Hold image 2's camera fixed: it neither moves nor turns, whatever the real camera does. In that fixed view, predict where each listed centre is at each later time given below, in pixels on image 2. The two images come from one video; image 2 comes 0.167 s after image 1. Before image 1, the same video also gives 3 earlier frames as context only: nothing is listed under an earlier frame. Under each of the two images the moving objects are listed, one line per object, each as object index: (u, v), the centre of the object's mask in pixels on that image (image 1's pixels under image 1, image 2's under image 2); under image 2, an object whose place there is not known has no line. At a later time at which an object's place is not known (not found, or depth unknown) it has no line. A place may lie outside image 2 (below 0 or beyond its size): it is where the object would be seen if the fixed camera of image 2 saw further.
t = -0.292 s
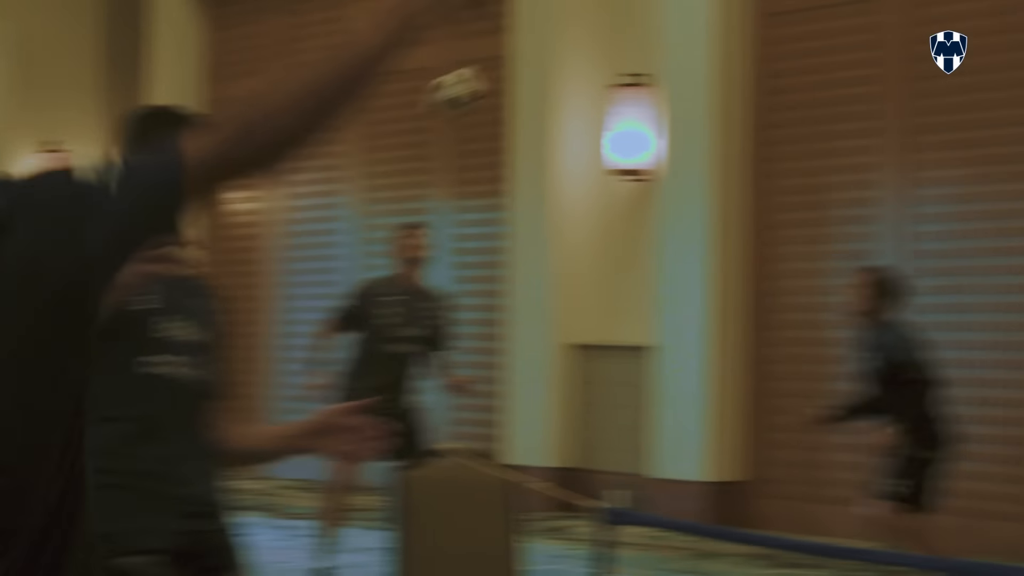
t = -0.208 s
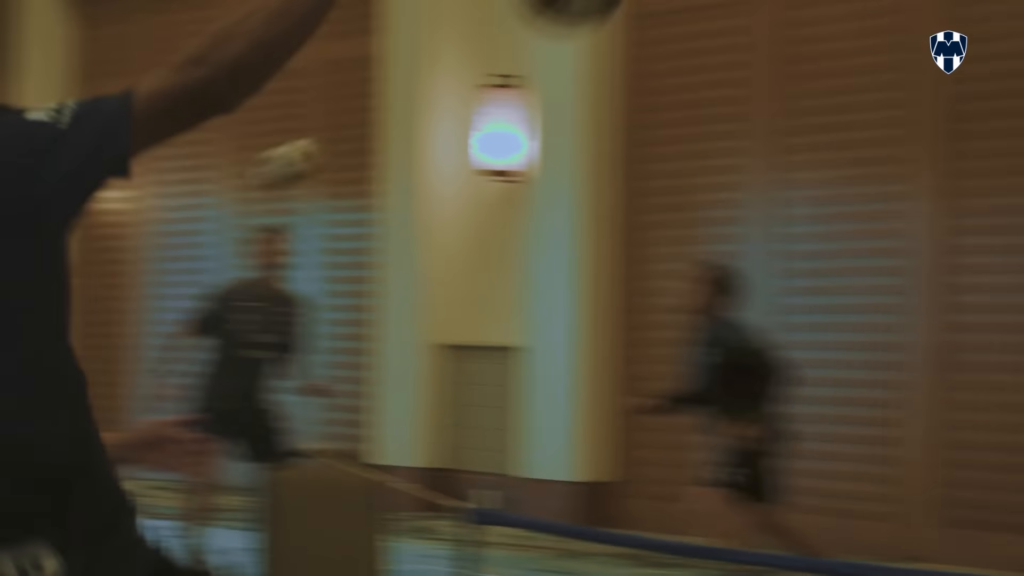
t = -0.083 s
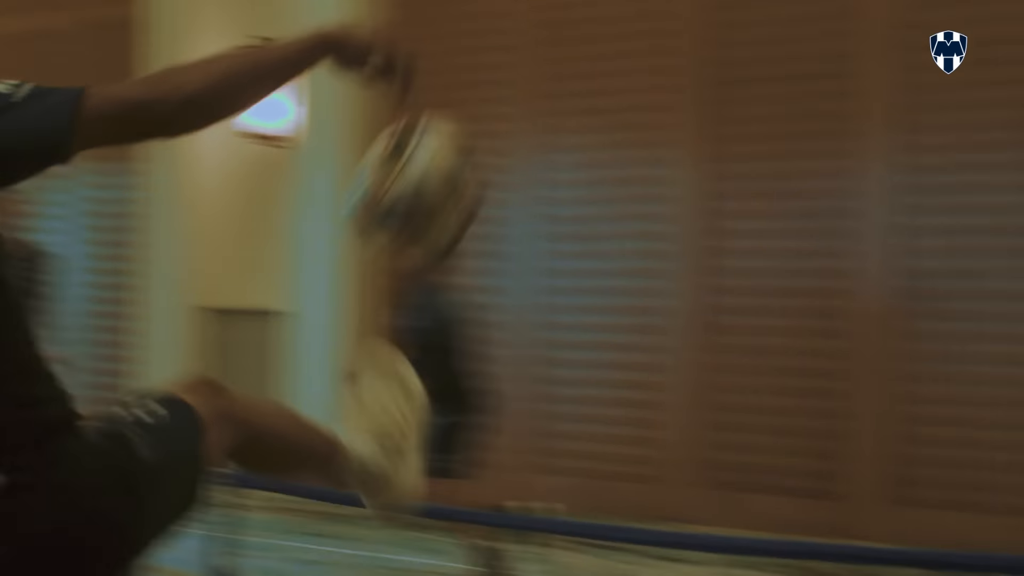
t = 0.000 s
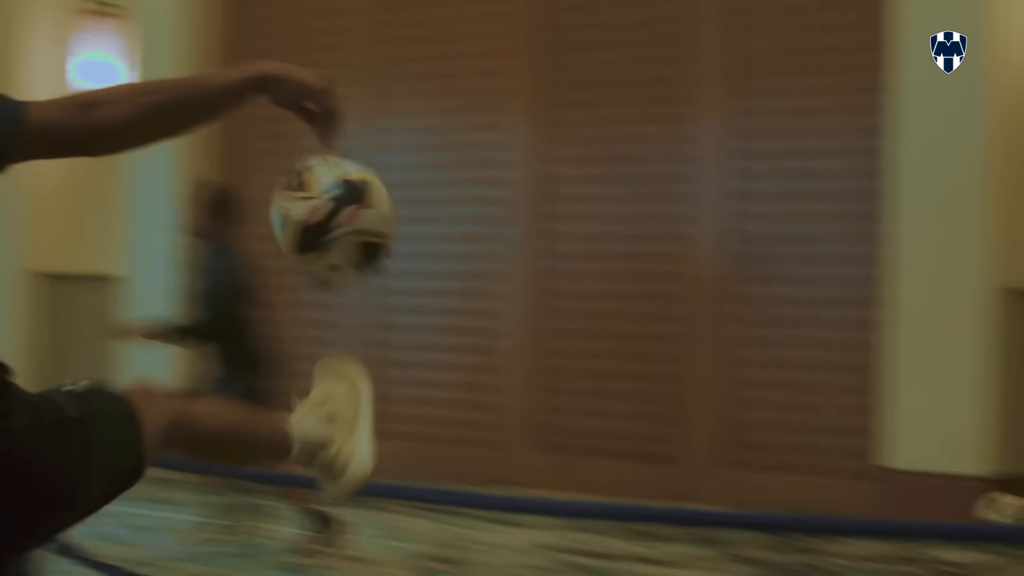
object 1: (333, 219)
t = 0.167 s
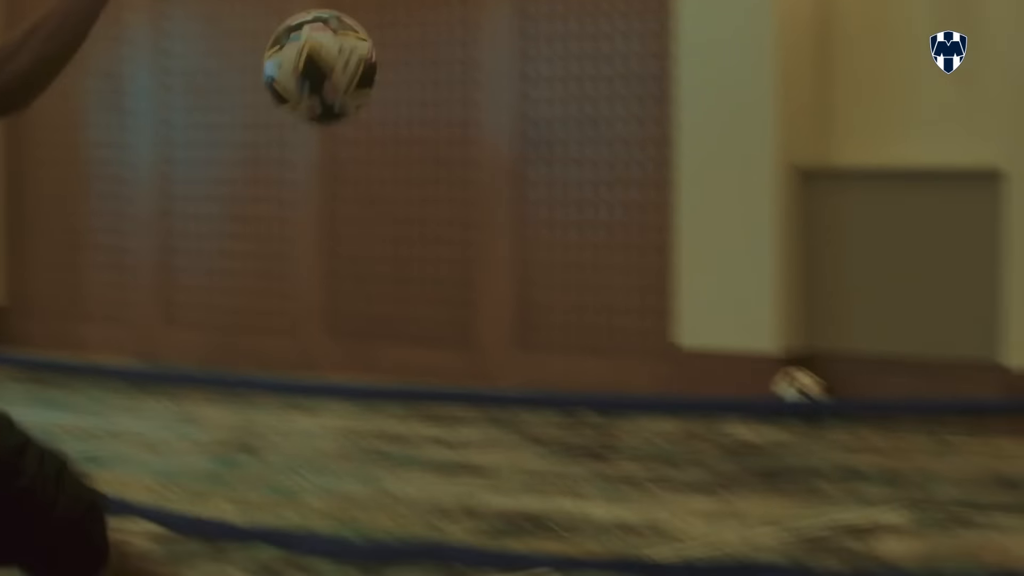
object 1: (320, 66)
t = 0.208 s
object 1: (363, 81)
